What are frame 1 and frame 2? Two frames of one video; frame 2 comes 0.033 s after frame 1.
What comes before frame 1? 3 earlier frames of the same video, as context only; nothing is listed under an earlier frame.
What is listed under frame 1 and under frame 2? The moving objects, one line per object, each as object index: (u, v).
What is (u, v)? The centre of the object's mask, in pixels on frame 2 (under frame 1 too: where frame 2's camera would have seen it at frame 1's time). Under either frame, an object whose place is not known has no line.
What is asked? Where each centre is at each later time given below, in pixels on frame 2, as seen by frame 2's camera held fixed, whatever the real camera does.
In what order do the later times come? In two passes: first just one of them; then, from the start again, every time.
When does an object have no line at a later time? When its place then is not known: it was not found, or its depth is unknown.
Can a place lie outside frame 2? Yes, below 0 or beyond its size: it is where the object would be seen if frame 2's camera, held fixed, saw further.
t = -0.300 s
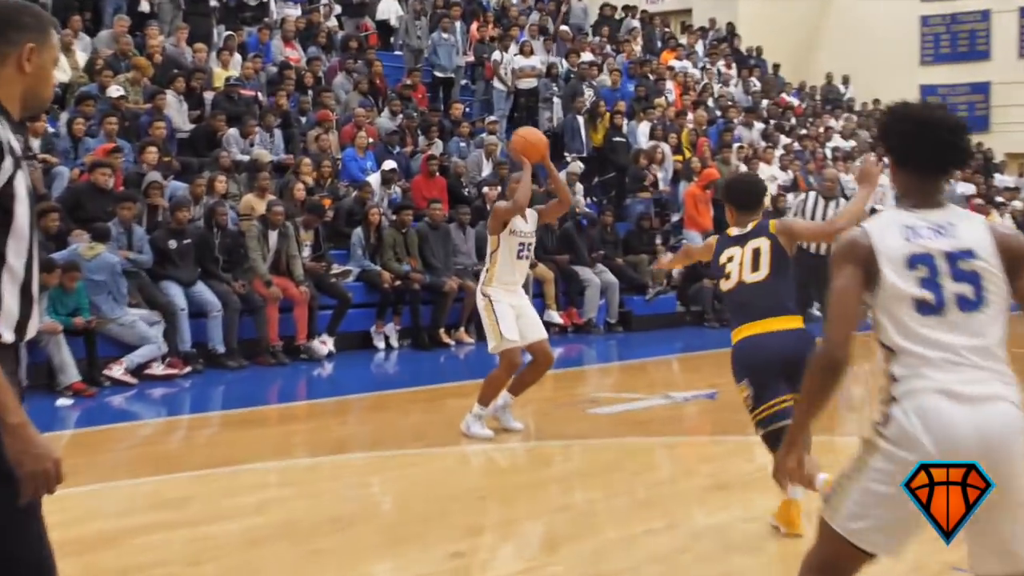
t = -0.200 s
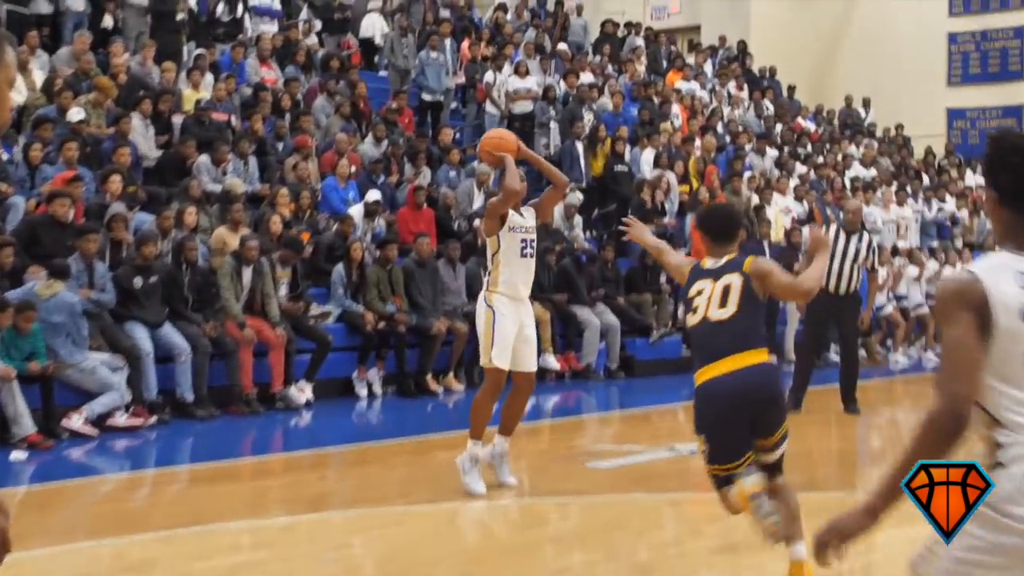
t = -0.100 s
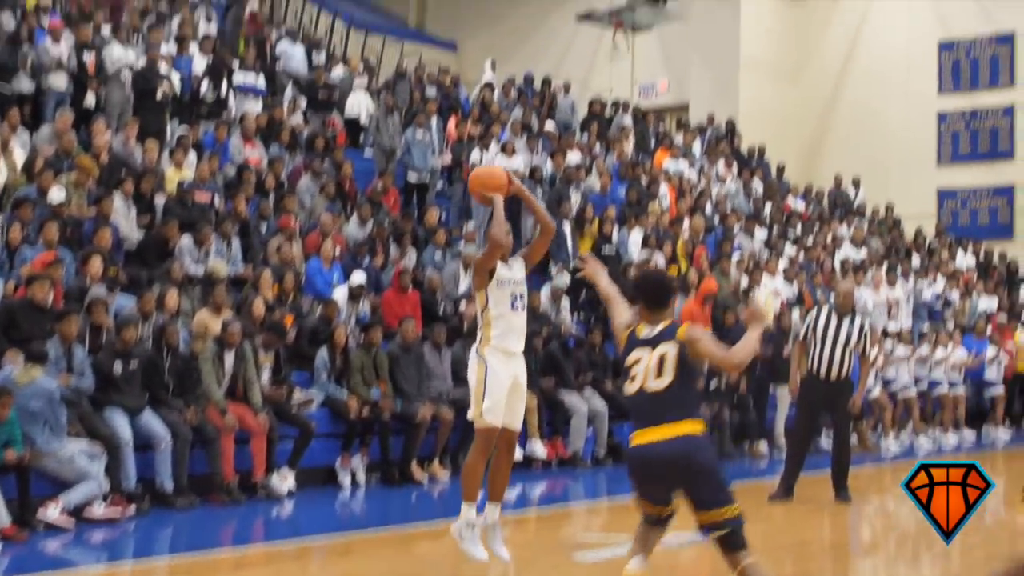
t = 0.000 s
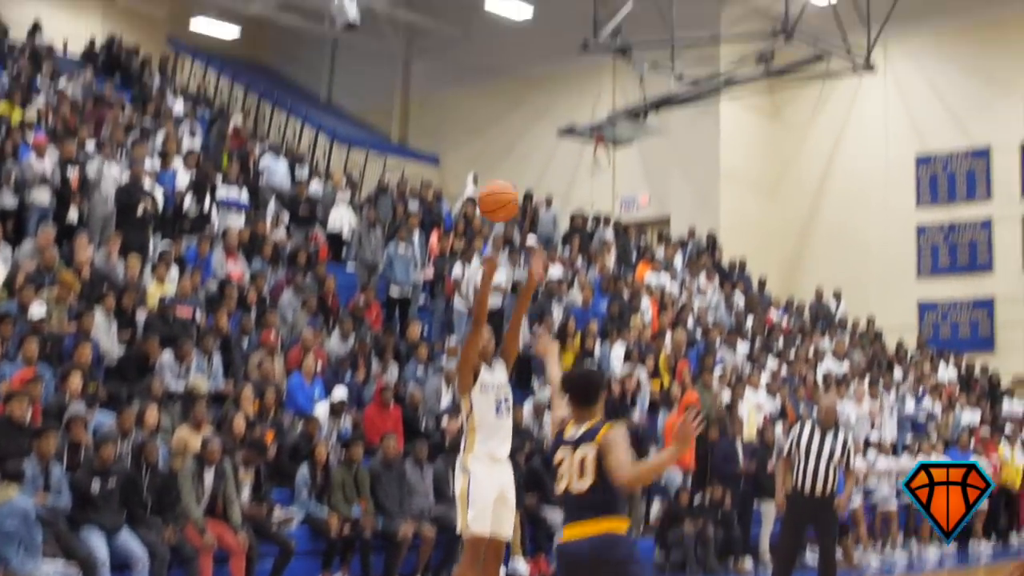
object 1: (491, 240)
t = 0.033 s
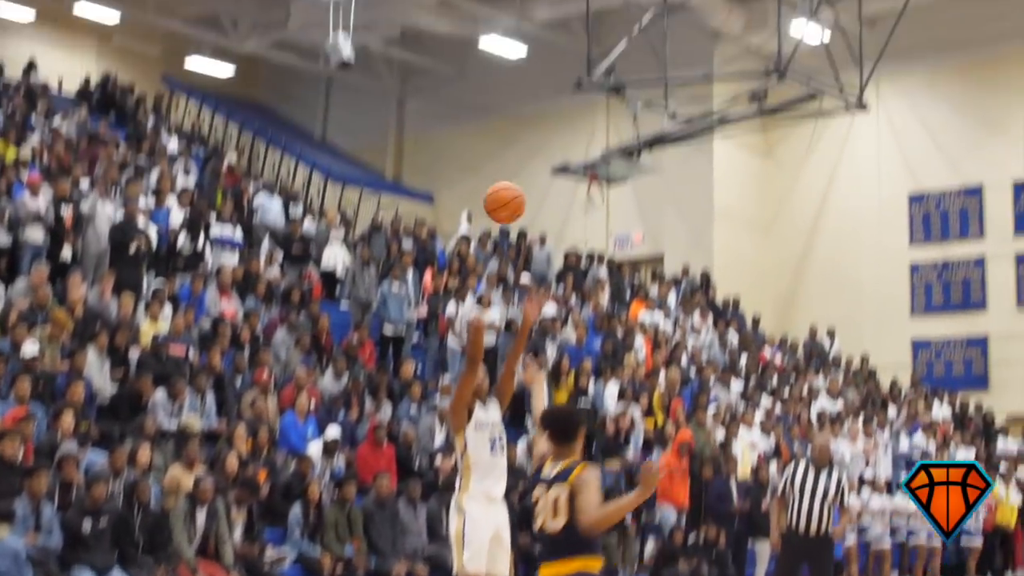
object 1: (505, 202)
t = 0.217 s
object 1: (584, 12)
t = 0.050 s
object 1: (511, 184)
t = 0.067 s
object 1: (518, 166)
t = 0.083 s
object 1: (525, 147)
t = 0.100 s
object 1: (532, 130)
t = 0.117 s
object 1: (539, 112)
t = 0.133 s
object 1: (547, 95)
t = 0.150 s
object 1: (554, 78)
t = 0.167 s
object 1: (561, 62)
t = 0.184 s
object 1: (569, 45)
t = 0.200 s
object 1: (577, 28)
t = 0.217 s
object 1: (584, 12)
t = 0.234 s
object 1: (593, -4)
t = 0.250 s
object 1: (601, -20)
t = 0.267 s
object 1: (609, -36)
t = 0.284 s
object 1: (617, -52)
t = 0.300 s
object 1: (626, -68)
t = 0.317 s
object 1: (635, -83)
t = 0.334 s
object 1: (644, -99)
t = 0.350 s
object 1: (653, -114)
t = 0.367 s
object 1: (662, -128)
